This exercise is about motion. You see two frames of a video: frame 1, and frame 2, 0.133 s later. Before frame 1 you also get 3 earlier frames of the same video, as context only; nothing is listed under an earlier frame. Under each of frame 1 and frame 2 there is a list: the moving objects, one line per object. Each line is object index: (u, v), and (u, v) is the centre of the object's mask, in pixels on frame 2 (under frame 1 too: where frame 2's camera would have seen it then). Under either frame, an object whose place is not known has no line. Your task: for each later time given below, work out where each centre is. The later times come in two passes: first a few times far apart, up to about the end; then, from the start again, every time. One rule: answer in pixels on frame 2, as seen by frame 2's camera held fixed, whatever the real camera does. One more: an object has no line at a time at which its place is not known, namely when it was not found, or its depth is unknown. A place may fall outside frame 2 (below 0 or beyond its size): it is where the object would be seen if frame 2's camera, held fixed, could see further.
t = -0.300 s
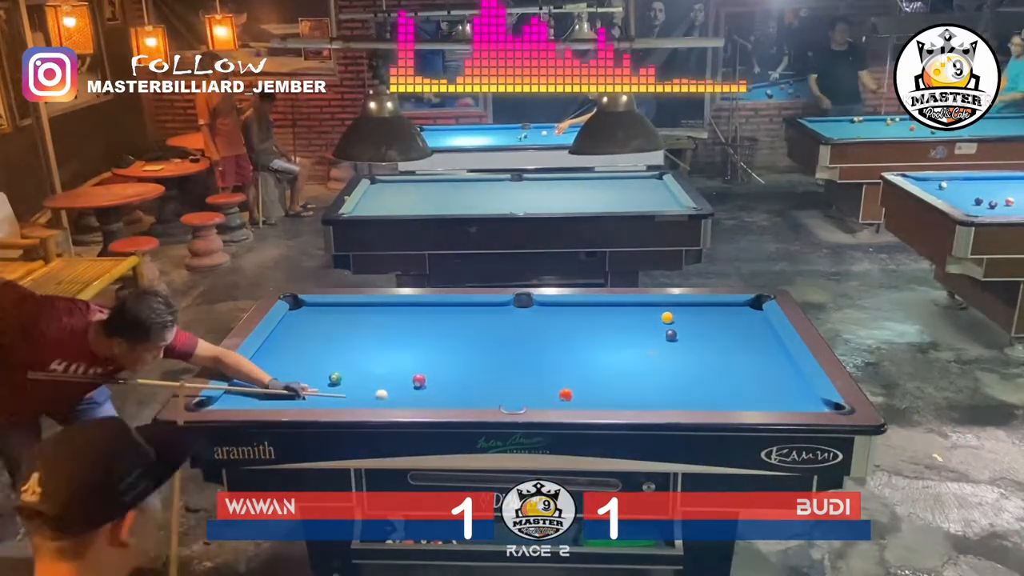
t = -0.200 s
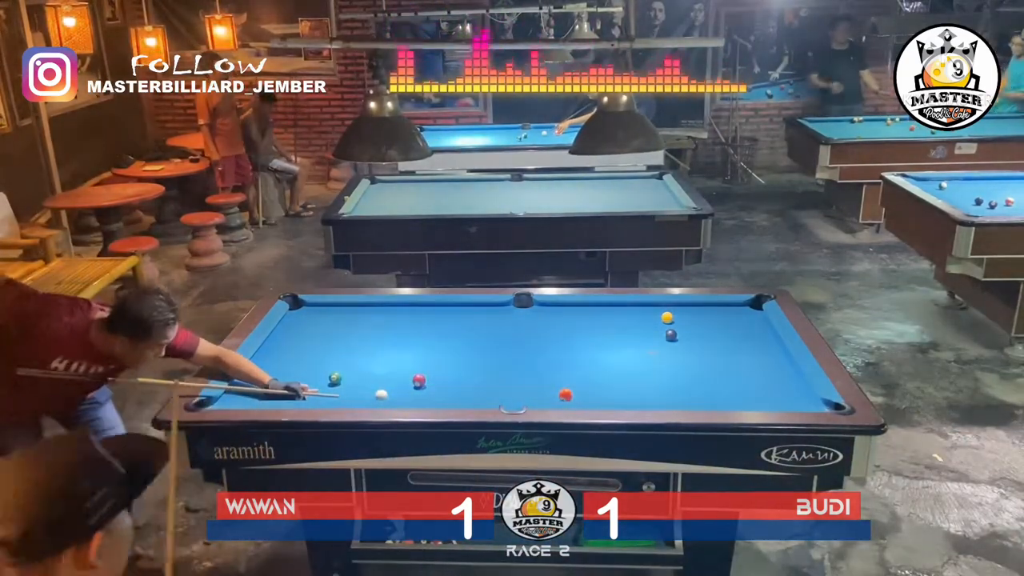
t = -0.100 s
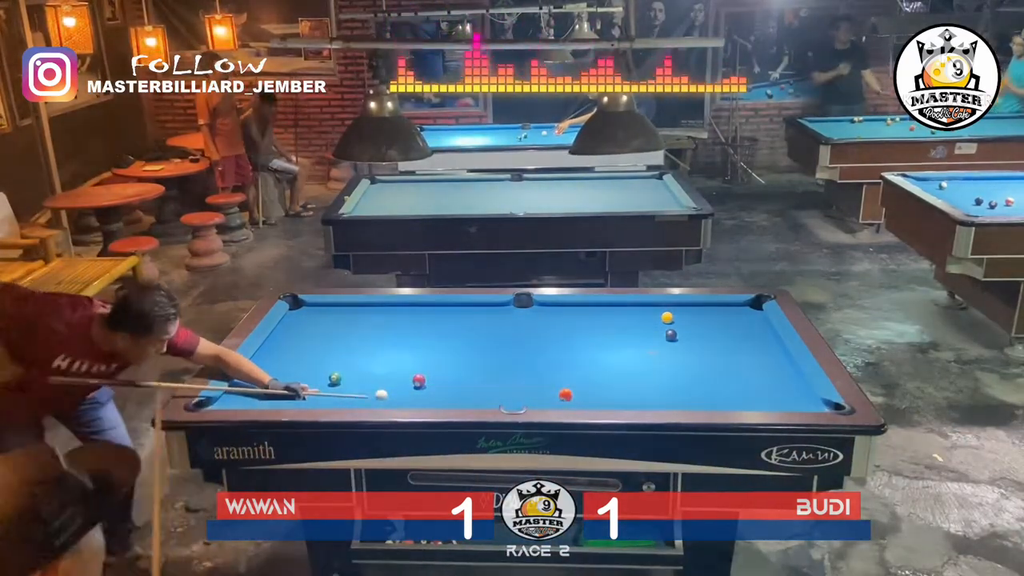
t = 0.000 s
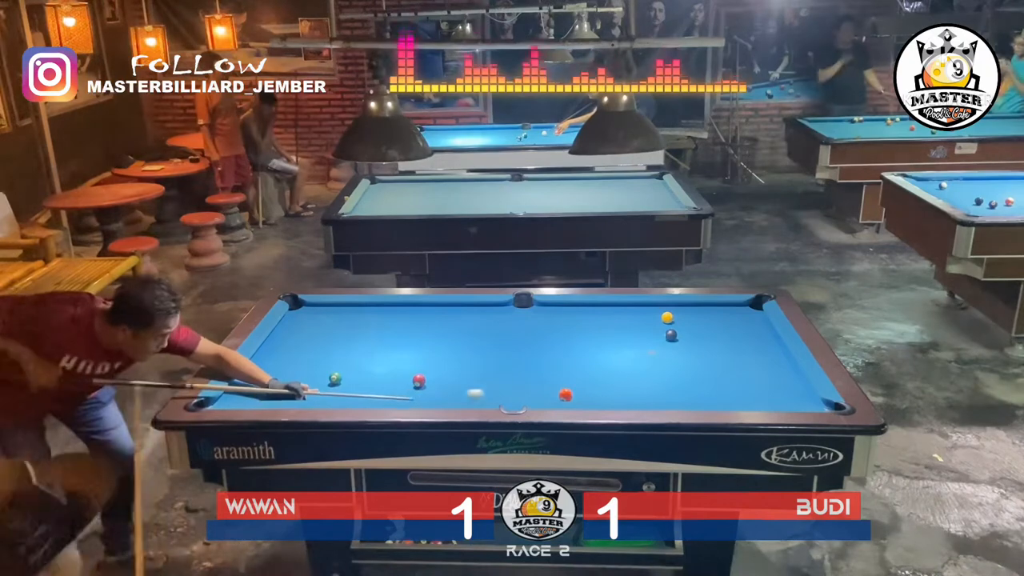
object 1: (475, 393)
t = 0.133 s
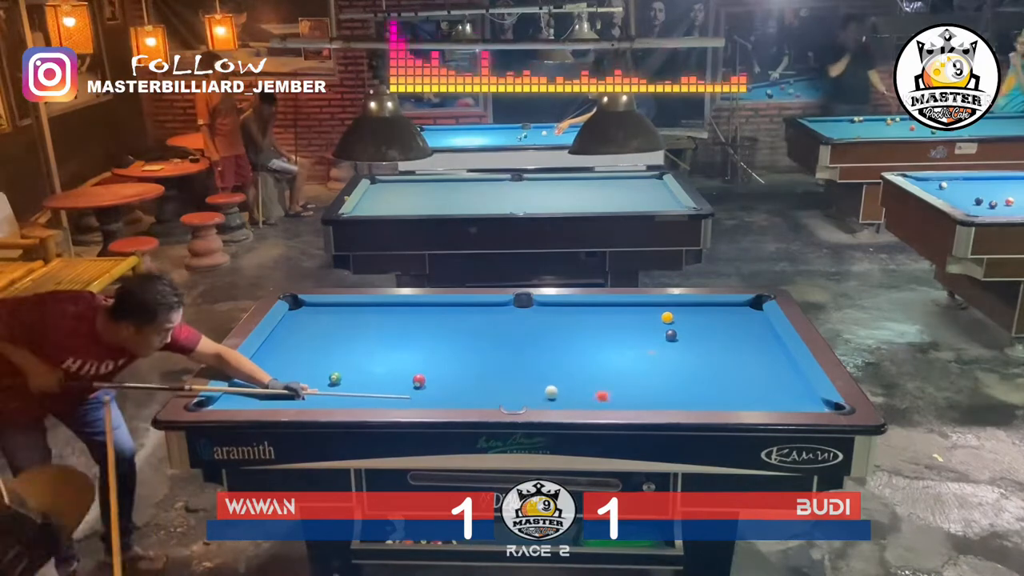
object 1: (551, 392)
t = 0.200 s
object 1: (551, 389)
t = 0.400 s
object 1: (550, 381)
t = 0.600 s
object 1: (550, 374)
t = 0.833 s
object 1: (551, 367)
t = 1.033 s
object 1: (551, 362)
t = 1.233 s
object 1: (551, 358)
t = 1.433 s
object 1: (552, 355)
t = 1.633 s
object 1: (553, 353)
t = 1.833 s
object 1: (554, 351)
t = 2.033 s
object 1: (556, 351)
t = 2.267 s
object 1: (556, 351)
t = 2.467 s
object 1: (556, 351)
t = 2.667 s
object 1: (556, 351)
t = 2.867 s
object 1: (556, 351)
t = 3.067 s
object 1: (556, 351)
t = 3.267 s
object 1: (556, 351)
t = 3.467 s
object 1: (556, 351)
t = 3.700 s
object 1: (556, 351)
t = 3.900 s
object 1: (556, 351)
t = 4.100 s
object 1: (556, 351)
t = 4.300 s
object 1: (556, 351)
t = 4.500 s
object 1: (556, 351)
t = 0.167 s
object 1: (551, 390)
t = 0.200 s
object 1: (551, 389)
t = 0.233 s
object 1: (550, 388)
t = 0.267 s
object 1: (551, 386)
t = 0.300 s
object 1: (550, 385)
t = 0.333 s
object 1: (550, 383)
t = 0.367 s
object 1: (550, 382)
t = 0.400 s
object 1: (550, 381)
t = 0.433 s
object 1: (550, 380)
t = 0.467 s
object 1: (550, 379)
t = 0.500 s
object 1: (550, 378)
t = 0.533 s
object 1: (550, 376)
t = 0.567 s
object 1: (550, 375)
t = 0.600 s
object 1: (550, 374)
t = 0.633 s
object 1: (550, 373)
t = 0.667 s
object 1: (550, 372)
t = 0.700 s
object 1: (550, 371)
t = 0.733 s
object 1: (550, 370)
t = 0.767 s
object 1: (550, 369)
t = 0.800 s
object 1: (550, 368)
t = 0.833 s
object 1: (551, 367)
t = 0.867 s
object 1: (551, 366)
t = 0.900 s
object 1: (551, 365)
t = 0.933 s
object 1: (551, 365)
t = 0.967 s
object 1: (551, 364)
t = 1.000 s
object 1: (551, 363)
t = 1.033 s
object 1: (551, 362)
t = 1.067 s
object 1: (551, 362)
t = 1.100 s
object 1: (551, 361)
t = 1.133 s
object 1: (551, 360)
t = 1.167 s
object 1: (551, 360)
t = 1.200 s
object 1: (551, 359)
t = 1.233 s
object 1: (551, 358)
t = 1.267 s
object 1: (551, 358)
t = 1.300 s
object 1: (552, 357)
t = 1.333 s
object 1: (552, 357)
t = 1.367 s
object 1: (552, 356)
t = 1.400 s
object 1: (552, 356)
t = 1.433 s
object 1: (552, 355)
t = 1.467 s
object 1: (552, 355)
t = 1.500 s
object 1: (552, 355)
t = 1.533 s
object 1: (552, 354)
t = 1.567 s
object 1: (552, 354)
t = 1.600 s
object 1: (553, 353)
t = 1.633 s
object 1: (553, 353)
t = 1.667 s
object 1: (553, 353)
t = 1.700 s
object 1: (553, 352)
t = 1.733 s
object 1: (553, 352)
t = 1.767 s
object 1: (553, 352)
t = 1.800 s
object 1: (554, 352)
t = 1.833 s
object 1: (554, 351)
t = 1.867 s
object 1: (554, 351)
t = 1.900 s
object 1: (554, 351)
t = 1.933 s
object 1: (555, 351)
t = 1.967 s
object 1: (555, 351)
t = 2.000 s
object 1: (555, 351)
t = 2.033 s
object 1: (556, 351)
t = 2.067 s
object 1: (556, 351)
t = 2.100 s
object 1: (556, 351)
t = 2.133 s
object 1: (556, 351)
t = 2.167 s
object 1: (556, 351)
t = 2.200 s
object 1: (556, 351)
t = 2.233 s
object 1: (556, 351)
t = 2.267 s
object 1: (556, 351)
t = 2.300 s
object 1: (556, 351)
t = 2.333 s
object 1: (556, 351)
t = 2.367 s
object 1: (556, 351)
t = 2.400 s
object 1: (556, 351)
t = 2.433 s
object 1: (556, 351)
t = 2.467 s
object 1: (556, 351)
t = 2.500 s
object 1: (556, 351)
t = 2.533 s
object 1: (556, 351)
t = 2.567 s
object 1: (556, 351)
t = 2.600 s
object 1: (556, 351)
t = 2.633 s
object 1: (556, 351)
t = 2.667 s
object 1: (556, 351)
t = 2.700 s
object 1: (556, 351)
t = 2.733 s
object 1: (556, 351)
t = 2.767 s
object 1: (556, 351)
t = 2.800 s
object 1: (556, 351)
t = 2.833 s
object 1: (556, 351)
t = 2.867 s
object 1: (556, 351)
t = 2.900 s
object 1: (556, 351)
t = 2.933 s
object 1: (556, 351)
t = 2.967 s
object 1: (556, 351)
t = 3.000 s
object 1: (556, 351)
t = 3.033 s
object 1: (556, 351)
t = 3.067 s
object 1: (556, 351)
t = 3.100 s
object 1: (556, 351)
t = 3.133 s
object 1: (556, 351)
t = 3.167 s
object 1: (556, 351)
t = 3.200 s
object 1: (556, 351)
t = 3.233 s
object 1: (556, 351)
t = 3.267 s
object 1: (556, 351)
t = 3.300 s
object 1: (556, 351)
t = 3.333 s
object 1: (556, 351)
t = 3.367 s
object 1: (556, 351)
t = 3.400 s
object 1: (556, 351)
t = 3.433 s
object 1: (556, 351)
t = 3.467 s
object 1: (556, 351)
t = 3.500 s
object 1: (556, 351)
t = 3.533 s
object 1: (556, 351)
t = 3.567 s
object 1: (556, 351)
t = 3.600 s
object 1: (556, 351)
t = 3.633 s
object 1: (556, 351)
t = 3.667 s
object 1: (556, 351)
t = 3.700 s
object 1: (556, 351)
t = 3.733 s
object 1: (556, 351)
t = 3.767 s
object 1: (556, 351)
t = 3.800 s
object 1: (556, 351)
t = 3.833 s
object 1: (556, 351)
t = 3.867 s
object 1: (556, 351)
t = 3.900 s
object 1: (556, 351)
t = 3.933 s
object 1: (556, 351)
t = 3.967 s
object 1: (556, 351)
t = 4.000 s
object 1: (556, 351)
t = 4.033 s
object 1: (556, 351)
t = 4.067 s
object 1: (556, 351)
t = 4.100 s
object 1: (556, 351)
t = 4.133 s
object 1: (556, 351)
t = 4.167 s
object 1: (556, 351)
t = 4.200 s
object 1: (556, 351)
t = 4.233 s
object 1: (556, 351)
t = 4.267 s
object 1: (556, 351)
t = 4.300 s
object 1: (556, 351)
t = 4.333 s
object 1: (556, 351)
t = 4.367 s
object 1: (556, 351)
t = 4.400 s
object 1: (556, 351)
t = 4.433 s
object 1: (556, 351)
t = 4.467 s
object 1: (556, 351)
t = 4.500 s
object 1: (556, 351)
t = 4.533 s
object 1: (556, 351)
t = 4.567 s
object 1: (556, 351)
